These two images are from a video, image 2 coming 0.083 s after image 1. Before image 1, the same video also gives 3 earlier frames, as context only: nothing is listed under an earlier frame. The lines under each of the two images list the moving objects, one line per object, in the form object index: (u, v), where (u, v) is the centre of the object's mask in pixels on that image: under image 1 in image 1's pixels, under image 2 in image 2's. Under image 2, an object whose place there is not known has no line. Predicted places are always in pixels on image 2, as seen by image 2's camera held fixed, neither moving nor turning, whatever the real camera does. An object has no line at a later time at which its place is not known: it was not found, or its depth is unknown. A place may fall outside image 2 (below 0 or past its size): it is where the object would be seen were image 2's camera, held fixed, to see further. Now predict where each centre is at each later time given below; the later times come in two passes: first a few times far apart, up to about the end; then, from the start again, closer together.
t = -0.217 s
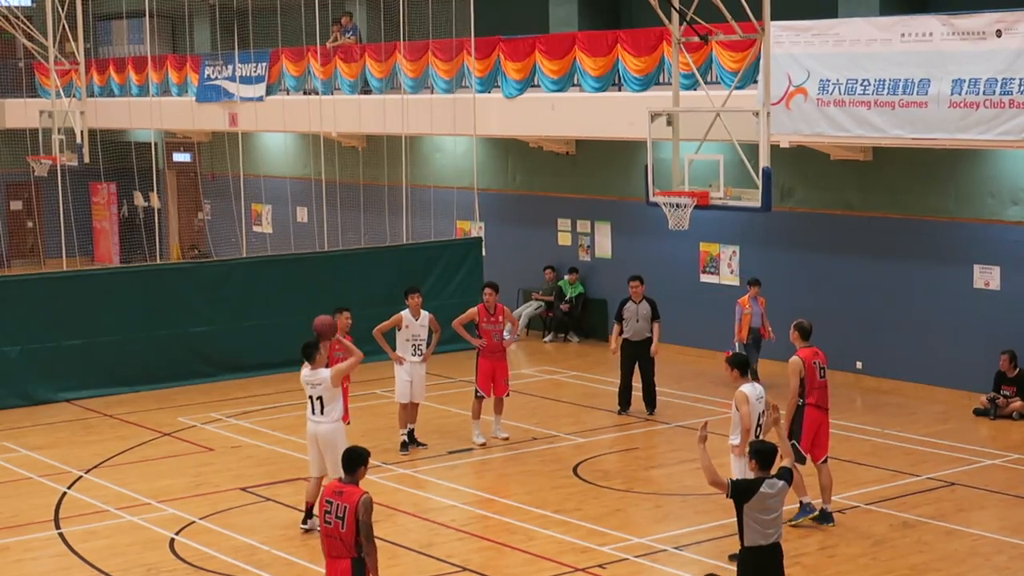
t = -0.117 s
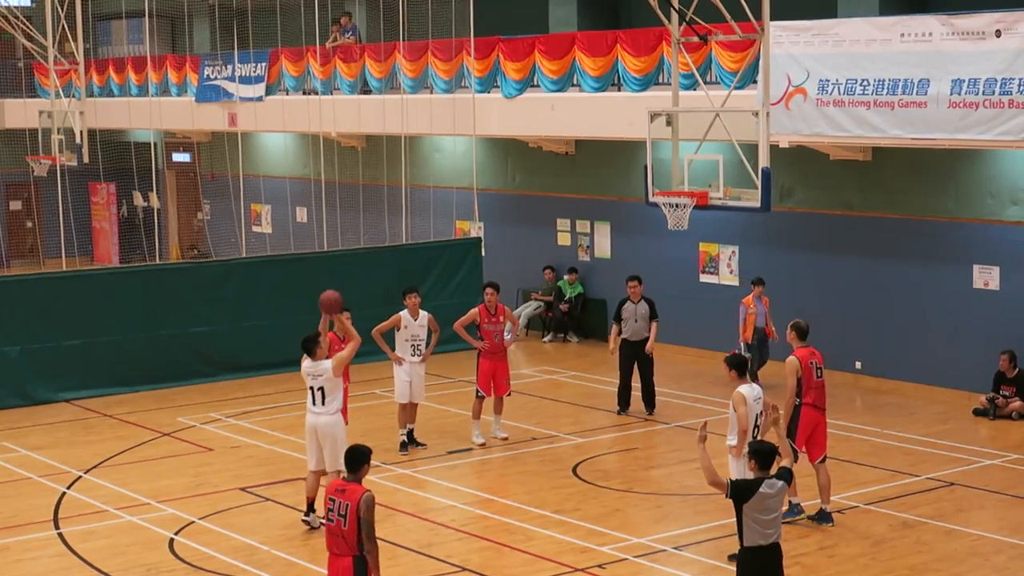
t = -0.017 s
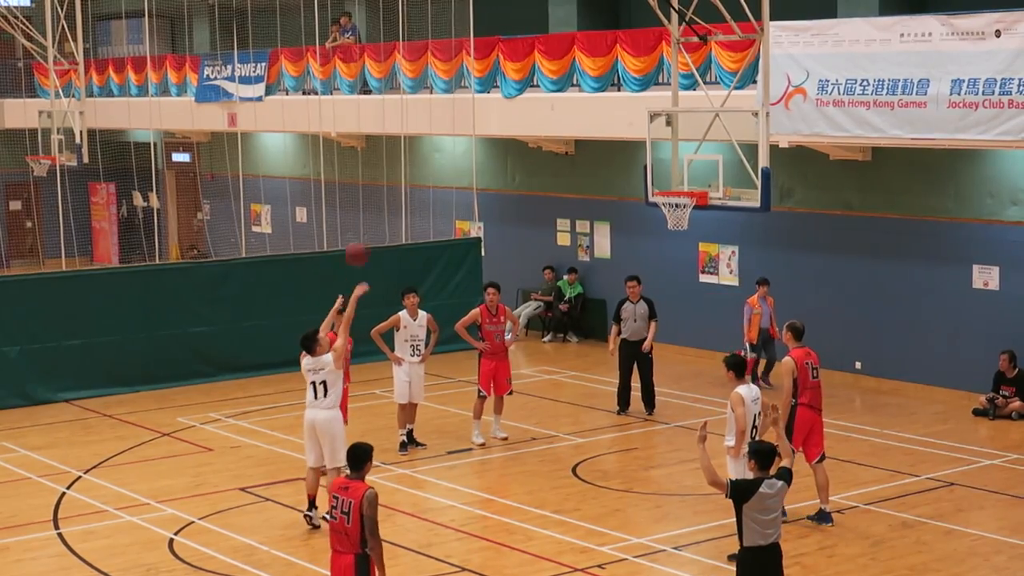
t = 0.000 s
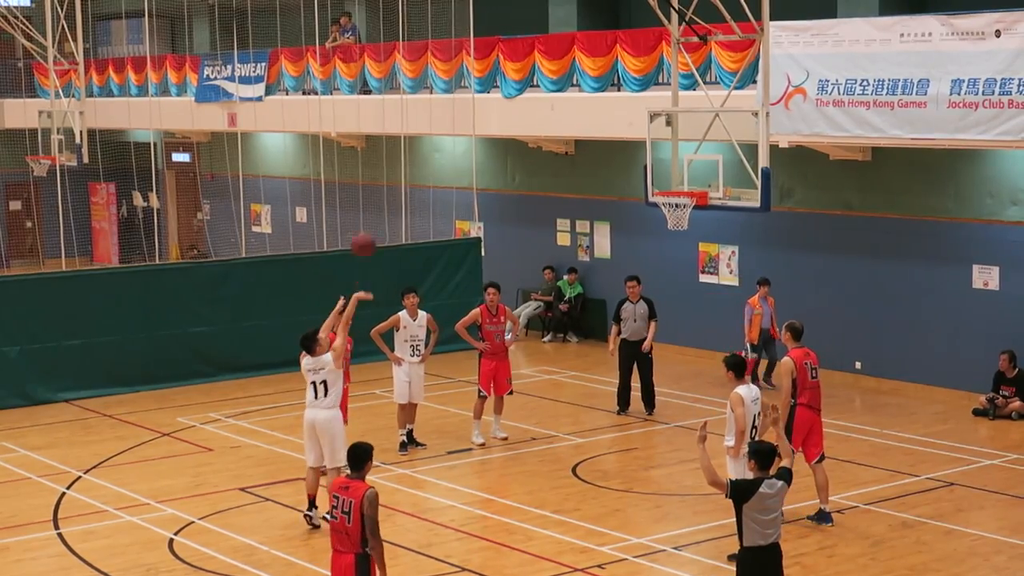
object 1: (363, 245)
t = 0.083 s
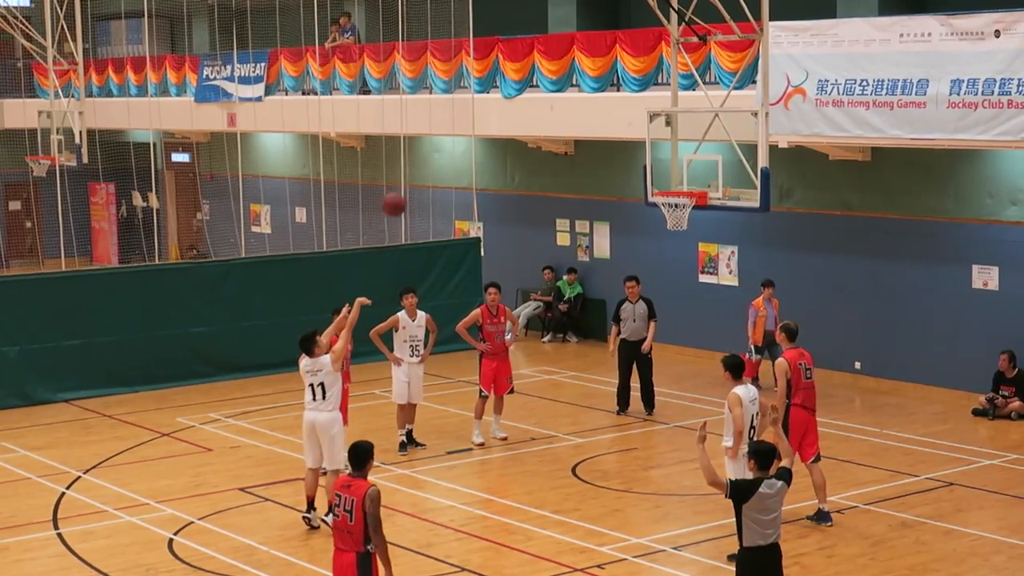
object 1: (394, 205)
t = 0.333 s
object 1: (482, 128)
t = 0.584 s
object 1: (566, 114)
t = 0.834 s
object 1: (646, 156)
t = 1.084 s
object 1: (671, 237)
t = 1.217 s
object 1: (655, 290)
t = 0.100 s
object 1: (400, 198)
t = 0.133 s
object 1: (412, 184)
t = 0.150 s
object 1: (418, 178)
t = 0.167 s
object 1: (424, 172)
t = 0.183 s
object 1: (429, 166)
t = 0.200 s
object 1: (435, 161)
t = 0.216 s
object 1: (441, 156)
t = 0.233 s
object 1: (447, 151)
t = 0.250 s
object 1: (453, 147)
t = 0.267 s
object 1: (459, 142)
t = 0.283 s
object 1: (465, 139)
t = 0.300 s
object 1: (471, 135)
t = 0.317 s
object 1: (476, 132)
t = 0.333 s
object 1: (482, 128)
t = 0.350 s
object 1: (488, 126)
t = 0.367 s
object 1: (494, 123)
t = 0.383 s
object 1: (500, 121)
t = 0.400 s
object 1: (505, 119)
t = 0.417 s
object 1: (511, 117)
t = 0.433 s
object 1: (516, 116)
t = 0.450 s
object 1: (522, 114)
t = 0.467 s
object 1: (528, 114)
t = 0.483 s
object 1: (533, 113)
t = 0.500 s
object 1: (539, 112)
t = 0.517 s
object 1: (545, 112)
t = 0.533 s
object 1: (550, 112)
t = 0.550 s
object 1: (555, 113)
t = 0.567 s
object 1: (561, 113)
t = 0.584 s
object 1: (566, 114)
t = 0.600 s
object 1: (572, 115)
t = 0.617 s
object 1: (577, 116)
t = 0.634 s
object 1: (583, 118)
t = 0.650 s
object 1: (588, 120)
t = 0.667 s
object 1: (593, 122)
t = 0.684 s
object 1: (599, 124)
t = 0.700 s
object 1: (604, 127)
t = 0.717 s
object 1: (609, 130)
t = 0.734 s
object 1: (615, 133)
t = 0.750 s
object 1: (620, 136)
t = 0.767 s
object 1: (625, 139)
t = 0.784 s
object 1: (630, 143)
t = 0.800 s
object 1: (636, 147)
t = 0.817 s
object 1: (641, 152)
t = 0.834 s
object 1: (646, 156)
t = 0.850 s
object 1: (651, 161)
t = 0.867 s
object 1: (656, 166)
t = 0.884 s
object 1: (661, 171)
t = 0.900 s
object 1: (666, 176)
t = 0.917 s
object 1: (672, 182)
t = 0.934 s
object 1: (676, 186)
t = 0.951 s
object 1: (682, 188)
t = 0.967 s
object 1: (684, 201)
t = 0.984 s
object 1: (681, 204)
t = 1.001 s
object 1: (678, 206)
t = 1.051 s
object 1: (675, 229)
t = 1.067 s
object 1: (674, 232)
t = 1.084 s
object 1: (671, 237)
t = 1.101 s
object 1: (669, 243)
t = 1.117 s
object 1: (667, 249)
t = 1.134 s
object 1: (665, 255)
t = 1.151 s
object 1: (663, 261)
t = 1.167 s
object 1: (661, 268)
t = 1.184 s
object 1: (659, 275)
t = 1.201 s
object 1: (657, 282)
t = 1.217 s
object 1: (655, 290)
